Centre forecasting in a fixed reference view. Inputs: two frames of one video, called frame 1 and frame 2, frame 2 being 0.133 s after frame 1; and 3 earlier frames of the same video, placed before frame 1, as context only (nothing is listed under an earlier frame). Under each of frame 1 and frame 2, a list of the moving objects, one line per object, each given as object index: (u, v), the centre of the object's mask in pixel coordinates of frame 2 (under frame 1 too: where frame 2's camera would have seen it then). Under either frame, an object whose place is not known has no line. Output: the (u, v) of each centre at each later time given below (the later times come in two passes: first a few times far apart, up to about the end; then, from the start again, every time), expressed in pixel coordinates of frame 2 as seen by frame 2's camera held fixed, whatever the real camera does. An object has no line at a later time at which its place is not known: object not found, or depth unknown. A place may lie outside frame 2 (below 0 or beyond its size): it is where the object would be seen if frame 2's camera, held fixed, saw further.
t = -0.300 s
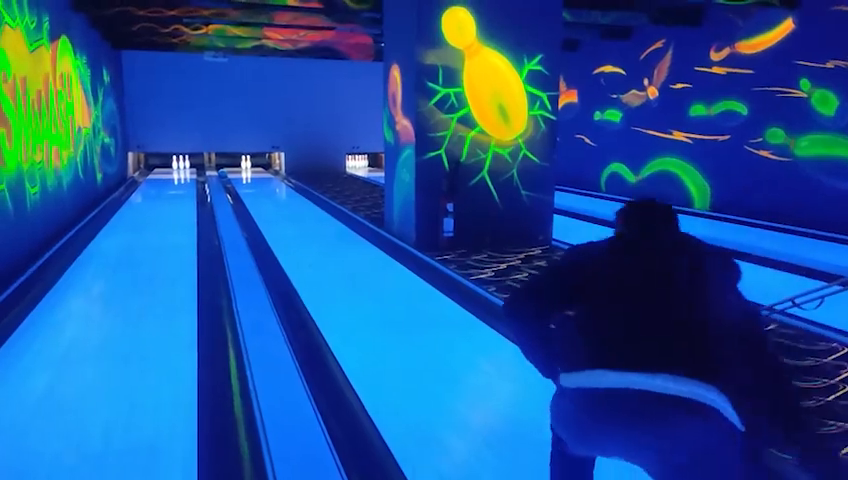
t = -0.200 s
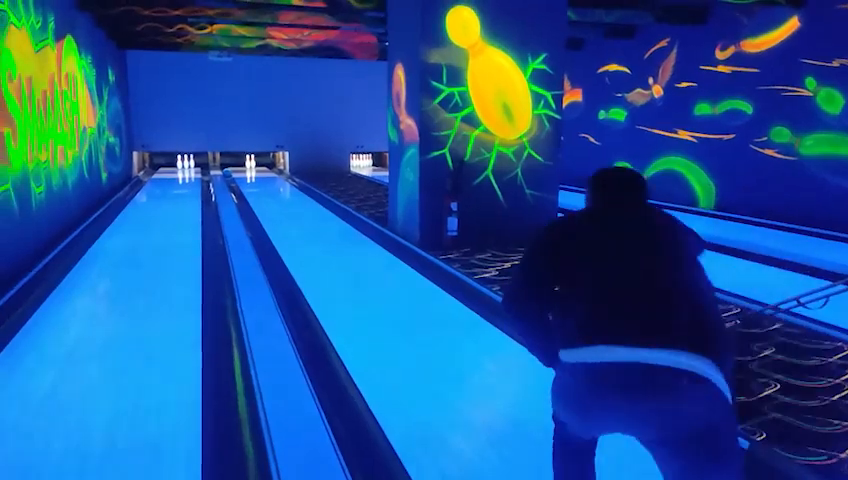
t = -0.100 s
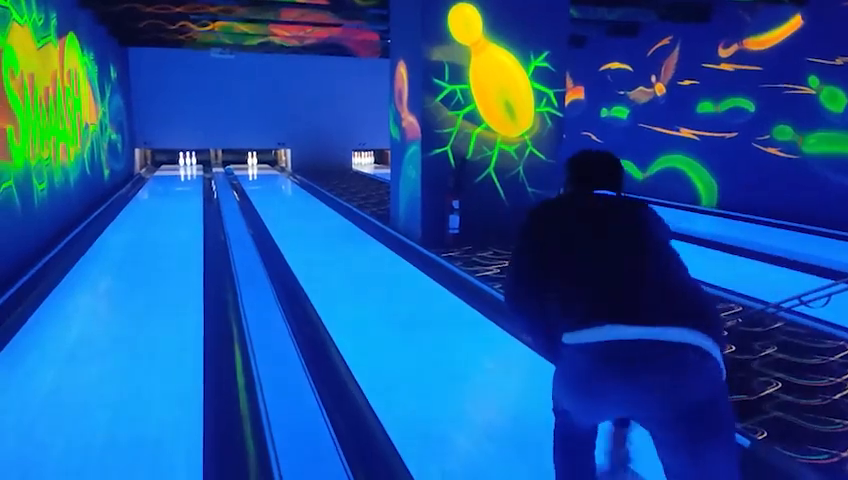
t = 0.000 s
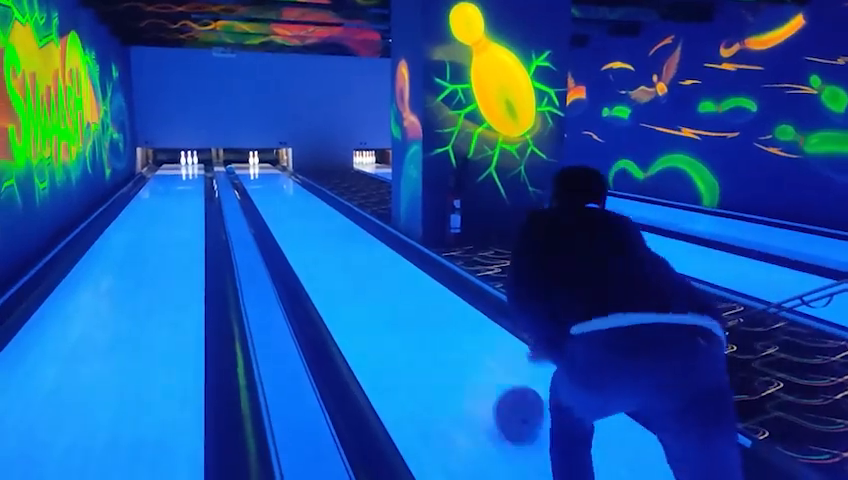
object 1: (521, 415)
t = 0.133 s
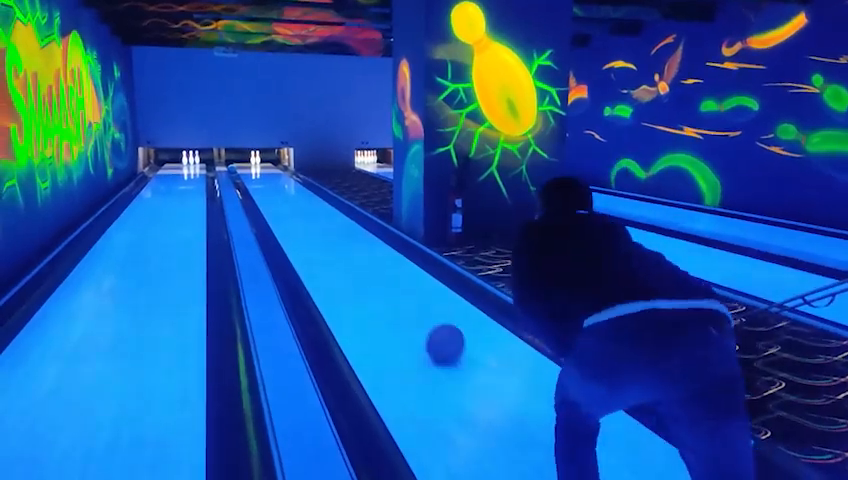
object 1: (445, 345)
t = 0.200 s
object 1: (420, 321)
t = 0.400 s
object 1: (368, 273)
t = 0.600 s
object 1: (336, 244)
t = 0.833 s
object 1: (312, 222)
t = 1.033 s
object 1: (296, 209)
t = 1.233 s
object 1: (286, 199)
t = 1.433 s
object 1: (278, 191)
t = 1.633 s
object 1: (271, 186)
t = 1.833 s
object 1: (266, 181)
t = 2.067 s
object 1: (261, 177)
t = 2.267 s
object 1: (256, 173)
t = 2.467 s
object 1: (254, 170)
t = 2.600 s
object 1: (252, 169)
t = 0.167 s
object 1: (431, 332)
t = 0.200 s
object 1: (420, 321)
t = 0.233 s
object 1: (409, 311)
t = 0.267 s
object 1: (399, 301)
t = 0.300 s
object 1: (390, 293)
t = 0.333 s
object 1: (382, 286)
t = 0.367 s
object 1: (374, 279)
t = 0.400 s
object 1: (368, 273)
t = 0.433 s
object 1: (361, 267)
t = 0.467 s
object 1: (355, 262)
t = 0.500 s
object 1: (350, 256)
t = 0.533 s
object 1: (345, 252)
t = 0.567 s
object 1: (340, 248)
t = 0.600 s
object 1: (336, 244)
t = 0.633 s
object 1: (332, 240)
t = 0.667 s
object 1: (328, 237)
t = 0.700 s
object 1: (324, 234)
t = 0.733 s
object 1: (321, 230)
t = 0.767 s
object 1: (318, 228)
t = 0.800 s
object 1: (315, 225)
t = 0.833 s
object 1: (312, 222)
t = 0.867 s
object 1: (310, 220)
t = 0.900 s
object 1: (307, 218)
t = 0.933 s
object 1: (304, 216)
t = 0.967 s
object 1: (301, 212)
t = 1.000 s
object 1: (298, 210)
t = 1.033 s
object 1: (296, 209)
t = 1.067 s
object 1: (295, 207)
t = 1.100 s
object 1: (293, 205)
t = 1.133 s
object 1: (291, 204)
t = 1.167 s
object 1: (289, 202)
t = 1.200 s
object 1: (287, 201)
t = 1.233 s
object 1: (286, 199)
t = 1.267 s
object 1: (284, 198)
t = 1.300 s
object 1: (283, 196)
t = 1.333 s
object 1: (281, 195)
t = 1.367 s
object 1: (281, 194)
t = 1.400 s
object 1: (279, 193)
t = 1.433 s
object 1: (278, 191)
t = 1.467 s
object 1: (276, 191)
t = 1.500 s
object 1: (276, 190)
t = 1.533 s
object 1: (274, 189)
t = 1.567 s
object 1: (273, 188)
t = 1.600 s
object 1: (272, 187)
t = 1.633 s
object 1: (271, 186)
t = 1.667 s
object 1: (270, 185)
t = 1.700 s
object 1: (269, 184)
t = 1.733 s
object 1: (268, 183)
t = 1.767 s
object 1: (267, 183)
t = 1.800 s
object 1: (267, 182)
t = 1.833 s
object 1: (266, 181)
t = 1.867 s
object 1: (265, 181)
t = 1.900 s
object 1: (264, 179)
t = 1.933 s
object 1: (264, 179)
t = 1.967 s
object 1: (262, 178)
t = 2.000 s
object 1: (262, 178)
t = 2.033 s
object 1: (262, 178)
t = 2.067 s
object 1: (261, 177)
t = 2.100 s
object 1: (260, 177)
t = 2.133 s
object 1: (259, 176)
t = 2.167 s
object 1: (259, 175)
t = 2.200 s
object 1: (259, 175)
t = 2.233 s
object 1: (258, 174)
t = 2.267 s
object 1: (256, 173)
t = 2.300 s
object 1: (256, 173)
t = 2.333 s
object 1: (256, 172)
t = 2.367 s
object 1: (256, 172)
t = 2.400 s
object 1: (255, 171)
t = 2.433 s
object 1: (255, 171)
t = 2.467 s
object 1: (254, 170)
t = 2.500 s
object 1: (253, 170)
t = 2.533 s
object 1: (252, 169)
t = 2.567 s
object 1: (252, 169)
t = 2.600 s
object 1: (252, 169)
